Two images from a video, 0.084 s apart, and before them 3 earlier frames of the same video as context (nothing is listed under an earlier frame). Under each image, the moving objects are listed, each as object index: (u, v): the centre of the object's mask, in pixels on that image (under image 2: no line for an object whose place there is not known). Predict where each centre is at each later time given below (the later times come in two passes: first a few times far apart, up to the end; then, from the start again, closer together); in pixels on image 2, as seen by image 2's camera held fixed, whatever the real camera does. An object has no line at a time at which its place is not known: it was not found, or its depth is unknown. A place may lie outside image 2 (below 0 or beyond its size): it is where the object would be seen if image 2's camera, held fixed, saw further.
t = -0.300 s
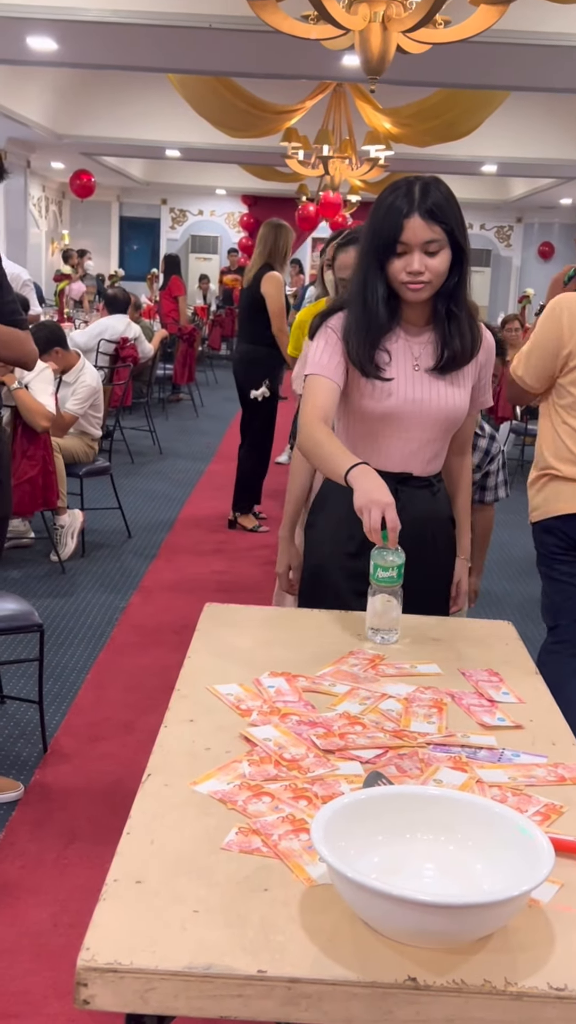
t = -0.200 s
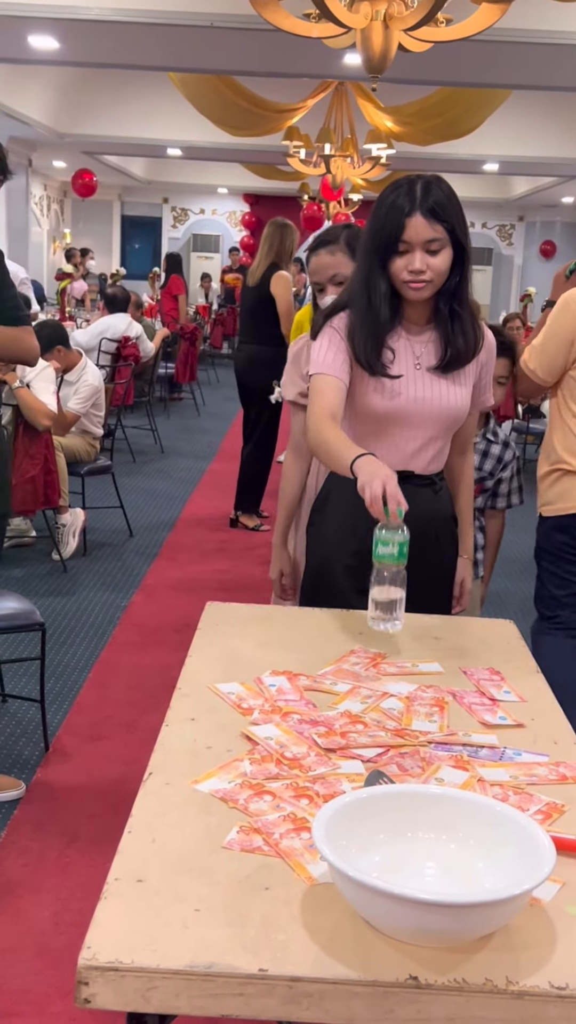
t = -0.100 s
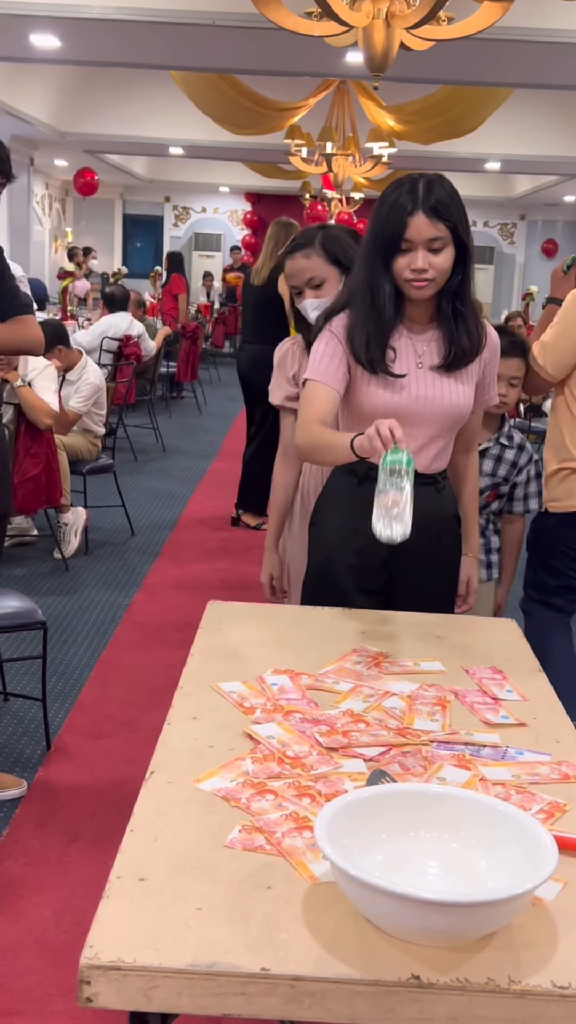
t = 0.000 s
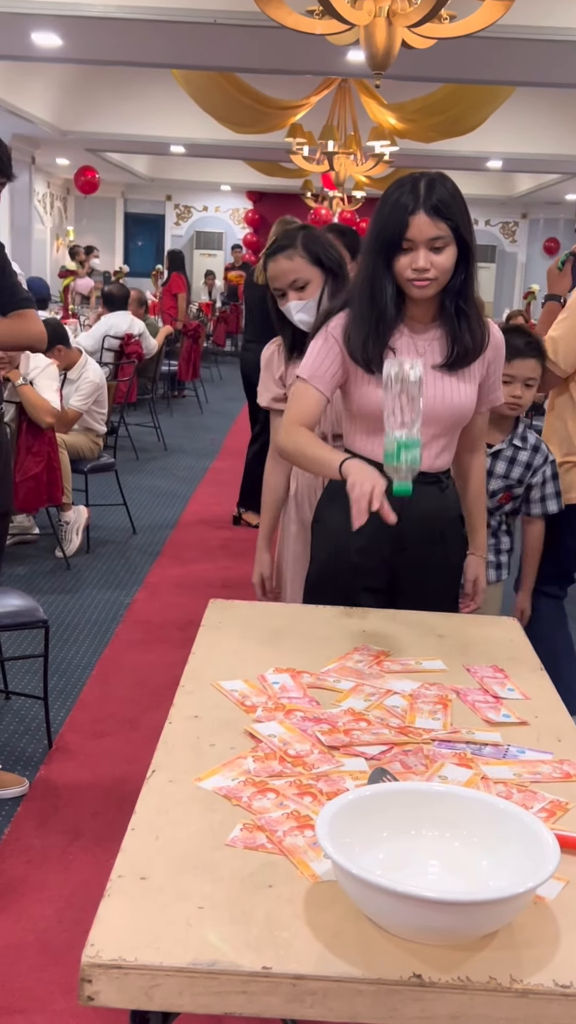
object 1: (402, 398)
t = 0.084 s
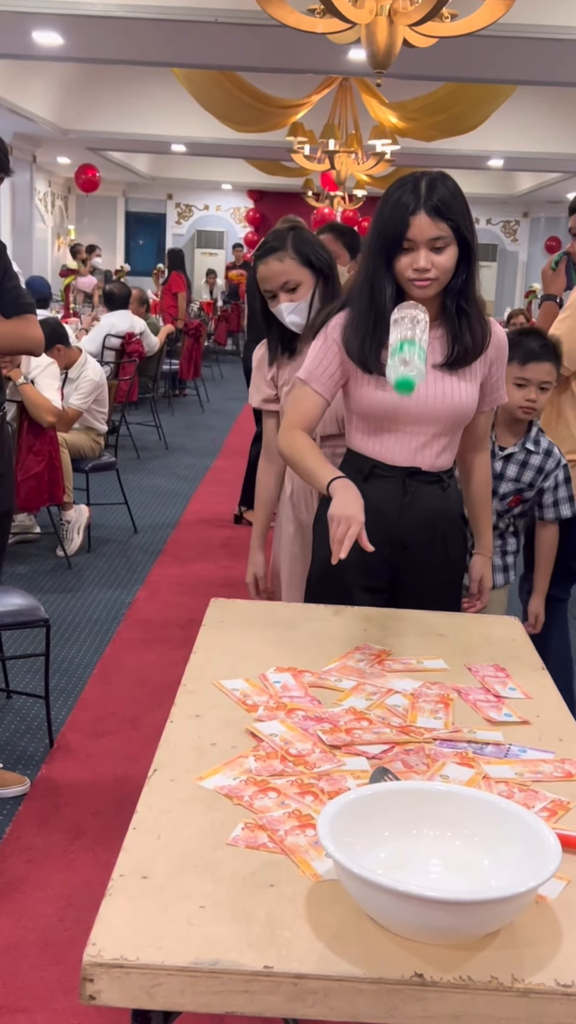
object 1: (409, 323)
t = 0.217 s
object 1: (409, 363)
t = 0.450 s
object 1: (392, 621)
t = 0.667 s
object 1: (391, 623)
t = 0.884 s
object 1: (390, 624)
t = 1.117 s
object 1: (391, 624)
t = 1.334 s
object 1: (391, 624)
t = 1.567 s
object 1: (390, 624)
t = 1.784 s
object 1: (391, 623)
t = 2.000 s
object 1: (390, 623)
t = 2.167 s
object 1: (391, 623)
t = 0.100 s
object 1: (410, 317)
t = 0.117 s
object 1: (411, 313)
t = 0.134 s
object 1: (411, 312)
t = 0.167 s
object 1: (422, 345)
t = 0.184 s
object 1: (412, 350)
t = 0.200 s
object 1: (410, 356)
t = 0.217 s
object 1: (409, 363)
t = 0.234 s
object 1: (408, 372)
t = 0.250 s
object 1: (407, 383)
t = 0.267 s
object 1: (406, 395)
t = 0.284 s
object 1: (405, 409)
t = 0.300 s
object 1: (404, 424)
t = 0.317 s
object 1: (403, 441)
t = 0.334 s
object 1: (402, 460)
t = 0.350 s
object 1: (400, 480)
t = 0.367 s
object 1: (399, 499)
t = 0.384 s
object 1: (398, 522)
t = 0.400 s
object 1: (396, 545)
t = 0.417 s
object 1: (395, 570)
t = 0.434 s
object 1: (393, 595)
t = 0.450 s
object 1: (392, 621)
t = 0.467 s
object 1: (390, 627)
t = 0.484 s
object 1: (389, 627)
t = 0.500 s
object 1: (389, 627)
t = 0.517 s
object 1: (390, 627)
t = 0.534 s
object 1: (390, 626)
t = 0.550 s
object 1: (391, 626)
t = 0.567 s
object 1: (391, 625)
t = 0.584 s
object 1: (391, 624)
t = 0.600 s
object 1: (391, 623)
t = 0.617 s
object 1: (391, 623)
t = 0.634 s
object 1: (391, 623)
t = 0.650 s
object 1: (391, 623)
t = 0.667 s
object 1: (391, 623)
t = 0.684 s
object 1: (391, 623)
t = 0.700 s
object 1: (390, 623)
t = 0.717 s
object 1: (390, 624)
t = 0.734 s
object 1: (391, 623)
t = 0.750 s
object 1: (390, 624)
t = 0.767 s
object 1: (390, 623)
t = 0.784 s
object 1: (390, 624)
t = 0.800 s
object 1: (391, 623)
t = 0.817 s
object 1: (390, 624)
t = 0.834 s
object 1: (390, 624)
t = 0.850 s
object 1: (390, 623)
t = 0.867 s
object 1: (390, 624)
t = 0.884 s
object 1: (390, 624)
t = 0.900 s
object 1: (390, 624)
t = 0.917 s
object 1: (391, 623)
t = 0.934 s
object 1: (391, 624)
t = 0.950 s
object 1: (390, 624)
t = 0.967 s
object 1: (391, 624)
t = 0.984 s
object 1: (391, 624)
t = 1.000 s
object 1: (391, 624)
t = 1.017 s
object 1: (391, 624)
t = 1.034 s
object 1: (391, 624)
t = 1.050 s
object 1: (391, 624)
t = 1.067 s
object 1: (391, 624)
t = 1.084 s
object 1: (391, 624)
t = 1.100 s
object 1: (391, 624)
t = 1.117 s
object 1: (391, 624)
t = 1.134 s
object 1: (391, 624)
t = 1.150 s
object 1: (391, 624)
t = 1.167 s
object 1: (391, 624)
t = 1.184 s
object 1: (391, 624)
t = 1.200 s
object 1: (391, 624)
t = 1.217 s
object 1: (391, 624)
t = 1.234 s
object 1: (391, 624)
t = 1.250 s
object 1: (391, 624)
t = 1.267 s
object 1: (391, 624)
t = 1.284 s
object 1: (391, 624)
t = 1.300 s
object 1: (391, 624)
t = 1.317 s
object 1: (391, 624)
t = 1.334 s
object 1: (391, 624)
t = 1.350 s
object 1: (391, 624)
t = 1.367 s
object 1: (390, 624)
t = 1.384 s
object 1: (390, 624)
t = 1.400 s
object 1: (390, 624)
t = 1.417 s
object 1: (390, 624)
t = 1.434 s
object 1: (391, 624)
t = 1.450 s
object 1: (391, 624)
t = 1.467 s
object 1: (391, 624)
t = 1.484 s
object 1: (391, 624)
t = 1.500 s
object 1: (391, 624)
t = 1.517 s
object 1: (391, 624)
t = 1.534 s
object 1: (391, 624)
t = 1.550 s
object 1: (391, 624)
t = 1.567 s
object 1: (390, 624)
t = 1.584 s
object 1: (391, 624)
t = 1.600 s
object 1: (391, 624)
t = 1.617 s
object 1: (391, 624)
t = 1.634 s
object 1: (391, 624)
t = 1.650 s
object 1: (390, 624)
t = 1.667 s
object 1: (391, 623)
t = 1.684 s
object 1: (391, 623)
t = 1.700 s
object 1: (391, 623)
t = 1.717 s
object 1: (391, 623)
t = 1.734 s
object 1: (391, 623)
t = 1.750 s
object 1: (391, 623)
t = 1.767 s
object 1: (391, 623)
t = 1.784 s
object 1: (391, 623)
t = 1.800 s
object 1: (391, 623)
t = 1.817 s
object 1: (391, 623)
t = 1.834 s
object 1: (391, 623)
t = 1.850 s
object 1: (391, 623)
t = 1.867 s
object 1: (391, 623)
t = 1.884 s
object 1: (391, 623)
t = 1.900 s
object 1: (391, 623)
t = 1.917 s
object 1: (391, 623)
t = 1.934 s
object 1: (391, 623)
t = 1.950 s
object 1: (391, 623)
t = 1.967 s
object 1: (391, 623)
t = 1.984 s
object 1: (391, 622)
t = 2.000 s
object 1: (390, 623)
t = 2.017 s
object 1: (391, 623)
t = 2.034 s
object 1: (391, 623)
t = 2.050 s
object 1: (391, 623)
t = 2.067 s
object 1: (391, 623)
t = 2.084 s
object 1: (391, 623)
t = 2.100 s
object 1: (391, 623)
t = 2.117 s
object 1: (391, 623)
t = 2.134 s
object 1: (391, 623)
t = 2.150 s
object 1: (391, 623)
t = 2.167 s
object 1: (391, 623)
